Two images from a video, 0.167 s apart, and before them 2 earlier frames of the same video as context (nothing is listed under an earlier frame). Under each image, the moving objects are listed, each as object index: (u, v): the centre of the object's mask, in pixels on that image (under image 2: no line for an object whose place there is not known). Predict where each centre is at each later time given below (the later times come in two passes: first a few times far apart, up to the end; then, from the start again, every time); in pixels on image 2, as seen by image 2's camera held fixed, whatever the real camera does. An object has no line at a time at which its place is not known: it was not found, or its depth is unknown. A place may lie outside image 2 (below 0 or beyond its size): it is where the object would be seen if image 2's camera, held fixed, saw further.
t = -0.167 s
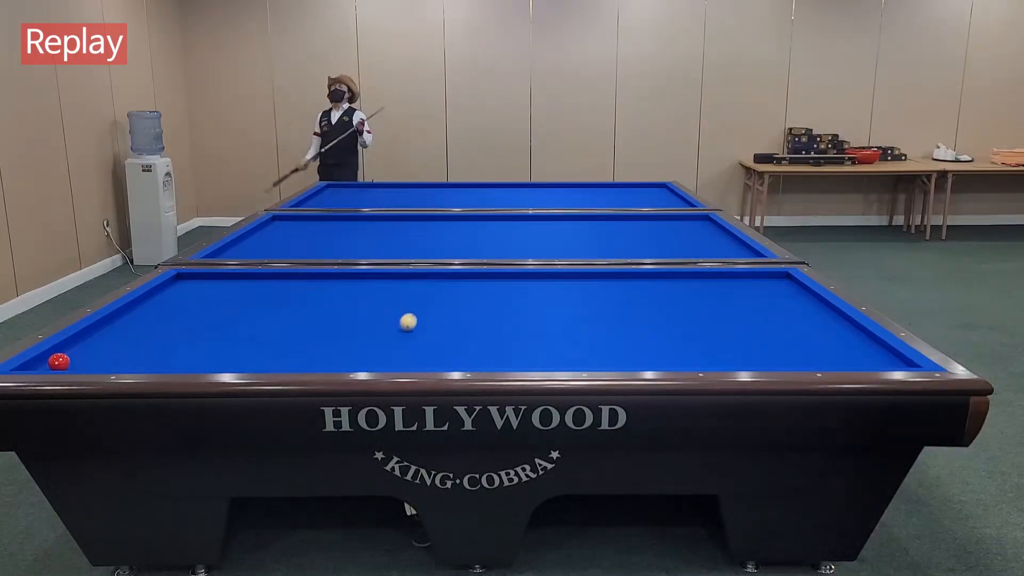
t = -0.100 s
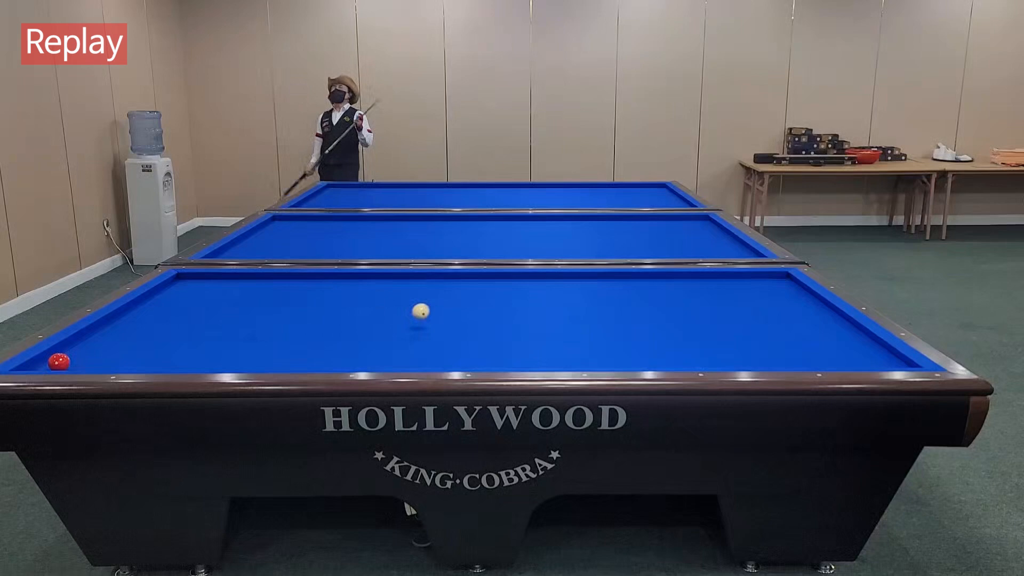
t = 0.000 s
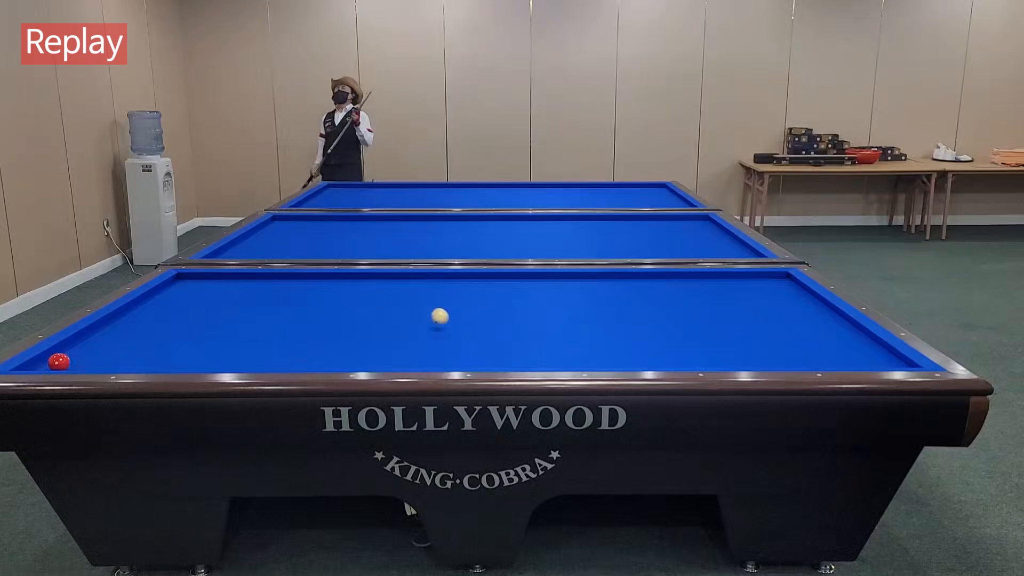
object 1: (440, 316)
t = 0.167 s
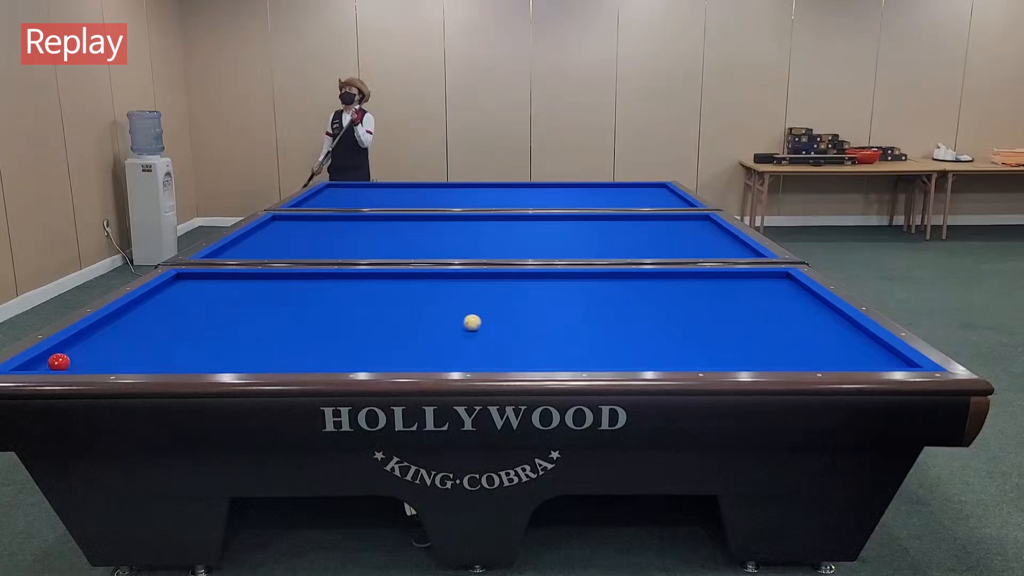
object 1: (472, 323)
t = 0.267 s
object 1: (491, 322)
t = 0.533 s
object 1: (542, 322)
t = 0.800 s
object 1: (591, 321)
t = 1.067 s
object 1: (639, 320)
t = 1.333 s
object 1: (686, 319)
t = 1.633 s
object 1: (737, 319)
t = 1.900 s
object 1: (782, 318)
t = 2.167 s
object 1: (826, 317)
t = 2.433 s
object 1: (824, 316)
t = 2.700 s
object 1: (799, 314)
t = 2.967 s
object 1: (775, 312)
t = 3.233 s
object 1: (753, 311)
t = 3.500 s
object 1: (731, 309)
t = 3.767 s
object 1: (711, 308)
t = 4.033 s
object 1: (692, 307)
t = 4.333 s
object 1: (672, 305)
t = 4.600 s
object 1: (655, 304)
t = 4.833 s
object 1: (641, 303)
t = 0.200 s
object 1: (478, 321)
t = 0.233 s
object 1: (485, 322)
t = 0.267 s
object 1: (491, 322)
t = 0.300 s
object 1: (498, 323)
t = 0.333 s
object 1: (504, 323)
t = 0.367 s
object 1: (510, 322)
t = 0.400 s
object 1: (517, 322)
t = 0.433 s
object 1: (523, 322)
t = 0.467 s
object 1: (529, 322)
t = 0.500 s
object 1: (535, 322)
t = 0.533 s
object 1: (542, 322)
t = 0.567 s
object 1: (548, 322)
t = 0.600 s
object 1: (554, 322)
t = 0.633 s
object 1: (560, 322)
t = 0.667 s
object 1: (567, 321)
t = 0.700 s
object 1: (573, 321)
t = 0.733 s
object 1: (579, 321)
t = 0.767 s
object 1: (585, 321)
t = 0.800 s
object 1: (591, 321)
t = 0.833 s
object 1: (597, 321)
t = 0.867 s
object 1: (603, 321)
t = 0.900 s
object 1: (609, 321)
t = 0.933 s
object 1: (615, 321)
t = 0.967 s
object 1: (621, 321)
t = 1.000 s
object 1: (627, 321)
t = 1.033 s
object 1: (633, 321)
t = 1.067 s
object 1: (639, 320)
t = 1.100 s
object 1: (645, 320)
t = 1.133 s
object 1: (651, 320)
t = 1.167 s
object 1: (657, 320)
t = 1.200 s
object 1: (663, 320)
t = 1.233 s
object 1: (669, 320)
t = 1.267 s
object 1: (674, 320)
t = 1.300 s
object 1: (680, 320)
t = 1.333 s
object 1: (686, 319)
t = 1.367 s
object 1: (692, 319)
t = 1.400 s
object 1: (697, 319)
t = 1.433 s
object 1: (703, 319)
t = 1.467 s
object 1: (709, 319)
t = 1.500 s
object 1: (714, 319)
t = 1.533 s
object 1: (720, 319)
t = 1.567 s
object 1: (726, 319)
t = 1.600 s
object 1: (731, 319)
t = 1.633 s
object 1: (737, 319)
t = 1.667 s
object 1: (743, 319)
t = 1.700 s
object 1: (748, 318)
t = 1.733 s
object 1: (754, 318)
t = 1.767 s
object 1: (760, 318)
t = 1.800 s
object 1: (765, 318)
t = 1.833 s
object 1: (771, 318)
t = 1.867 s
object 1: (777, 318)
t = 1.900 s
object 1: (782, 318)
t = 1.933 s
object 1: (787, 318)
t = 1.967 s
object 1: (793, 318)
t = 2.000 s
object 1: (799, 318)
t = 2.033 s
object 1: (804, 318)
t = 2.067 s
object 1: (809, 318)
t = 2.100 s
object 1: (815, 318)
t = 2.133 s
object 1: (820, 317)
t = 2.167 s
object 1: (826, 317)
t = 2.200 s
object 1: (831, 317)
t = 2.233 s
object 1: (837, 317)
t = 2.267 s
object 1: (842, 317)
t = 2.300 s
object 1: (838, 317)
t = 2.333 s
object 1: (834, 317)
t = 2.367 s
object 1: (830, 317)
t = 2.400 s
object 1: (827, 316)
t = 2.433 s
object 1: (824, 316)
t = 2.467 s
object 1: (821, 316)
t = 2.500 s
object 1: (817, 316)
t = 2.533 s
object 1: (814, 315)
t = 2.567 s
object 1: (811, 315)
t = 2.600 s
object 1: (808, 315)
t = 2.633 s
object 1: (805, 315)
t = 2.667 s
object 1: (802, 315)
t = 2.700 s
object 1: (799, 314)
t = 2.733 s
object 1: (796, 314)
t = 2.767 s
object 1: (793, 314)
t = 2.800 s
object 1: (790, 314)
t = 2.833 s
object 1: (787, 313)
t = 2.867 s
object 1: (784, 313)
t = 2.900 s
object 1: (781, 313)
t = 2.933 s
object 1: (778, 313)
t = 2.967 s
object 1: (775, 312)
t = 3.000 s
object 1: (772, 312)
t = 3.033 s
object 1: (769, 312)
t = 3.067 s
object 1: (767, 312)
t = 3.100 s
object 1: (764, 312)
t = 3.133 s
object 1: (761, 312)
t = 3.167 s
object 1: (758, 311)
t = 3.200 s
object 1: (756, 311)
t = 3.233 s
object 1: (753, 311)
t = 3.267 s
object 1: (750, 311)
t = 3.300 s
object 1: (747, 310)
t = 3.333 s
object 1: (745, 310)
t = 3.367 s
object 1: (742, 310)
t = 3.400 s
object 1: (739, 310)
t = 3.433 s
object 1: (737, 310)
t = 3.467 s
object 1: (734, 310)
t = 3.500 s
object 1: (731, 309)
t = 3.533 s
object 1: (729, 309)
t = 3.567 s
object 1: (726, 309)
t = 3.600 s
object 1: (724, 309)
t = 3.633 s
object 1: (721, 309)
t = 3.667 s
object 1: (718, 308)
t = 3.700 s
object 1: (716, 308)
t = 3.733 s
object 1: (714, 308)
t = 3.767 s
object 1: (711, 308)
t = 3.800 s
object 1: (709, 308)
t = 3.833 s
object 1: (707, 308)
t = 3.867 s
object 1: (704, 307)
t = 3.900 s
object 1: (702, 307)
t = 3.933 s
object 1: (699, 307)
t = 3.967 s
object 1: (697, 307)
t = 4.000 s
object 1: (695, 307)
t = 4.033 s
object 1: (692, 307)
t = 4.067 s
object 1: (690, 307)
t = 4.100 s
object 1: (688, 306)
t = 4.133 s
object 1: (685, 306)
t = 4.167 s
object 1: (683, 306)
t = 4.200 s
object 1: (681, 306)
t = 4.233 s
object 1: (679, 306)
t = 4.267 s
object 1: (676, 305)
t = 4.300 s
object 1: (674, 305)
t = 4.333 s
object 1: (672, 305)
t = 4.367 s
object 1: (670, 305)
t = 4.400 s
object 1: (667, 305)
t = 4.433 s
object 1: (665, 304)
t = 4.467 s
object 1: (663, 304)
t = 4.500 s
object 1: (661, 304)
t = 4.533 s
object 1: (659, 304)
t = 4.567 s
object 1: (657, 304)
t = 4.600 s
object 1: (655, 304)
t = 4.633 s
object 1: (653, 304)
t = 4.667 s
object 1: (651, 303)
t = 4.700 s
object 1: (649, 303)
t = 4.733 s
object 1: (647, 303)
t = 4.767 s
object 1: (645, 303)
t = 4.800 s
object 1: (643, 303)
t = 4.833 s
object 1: (641, 303)
